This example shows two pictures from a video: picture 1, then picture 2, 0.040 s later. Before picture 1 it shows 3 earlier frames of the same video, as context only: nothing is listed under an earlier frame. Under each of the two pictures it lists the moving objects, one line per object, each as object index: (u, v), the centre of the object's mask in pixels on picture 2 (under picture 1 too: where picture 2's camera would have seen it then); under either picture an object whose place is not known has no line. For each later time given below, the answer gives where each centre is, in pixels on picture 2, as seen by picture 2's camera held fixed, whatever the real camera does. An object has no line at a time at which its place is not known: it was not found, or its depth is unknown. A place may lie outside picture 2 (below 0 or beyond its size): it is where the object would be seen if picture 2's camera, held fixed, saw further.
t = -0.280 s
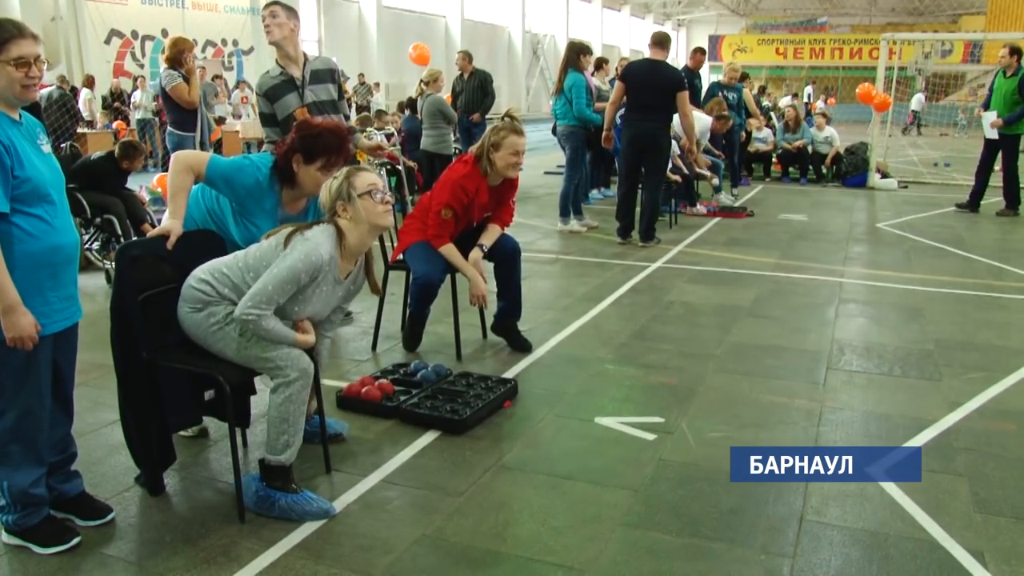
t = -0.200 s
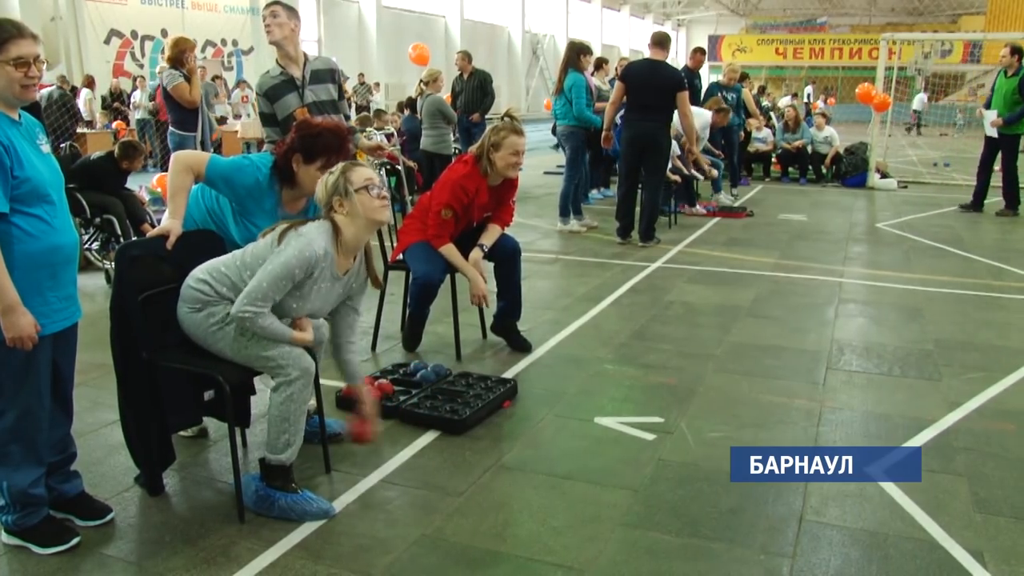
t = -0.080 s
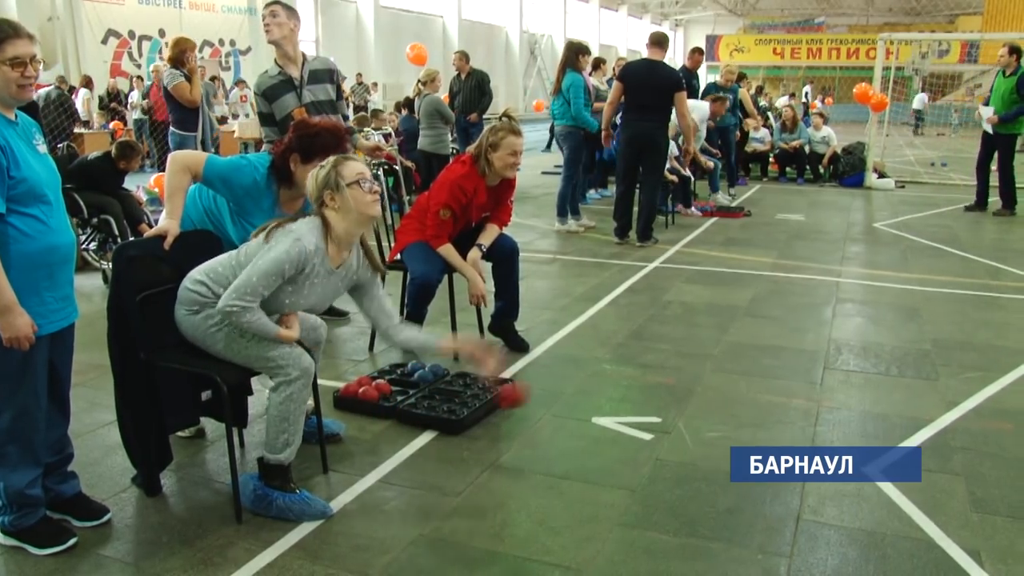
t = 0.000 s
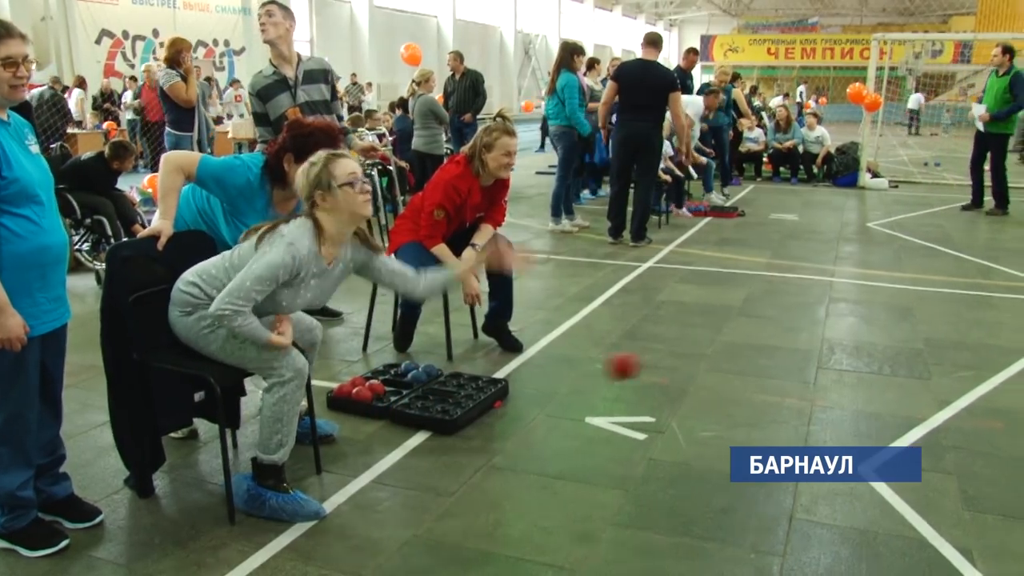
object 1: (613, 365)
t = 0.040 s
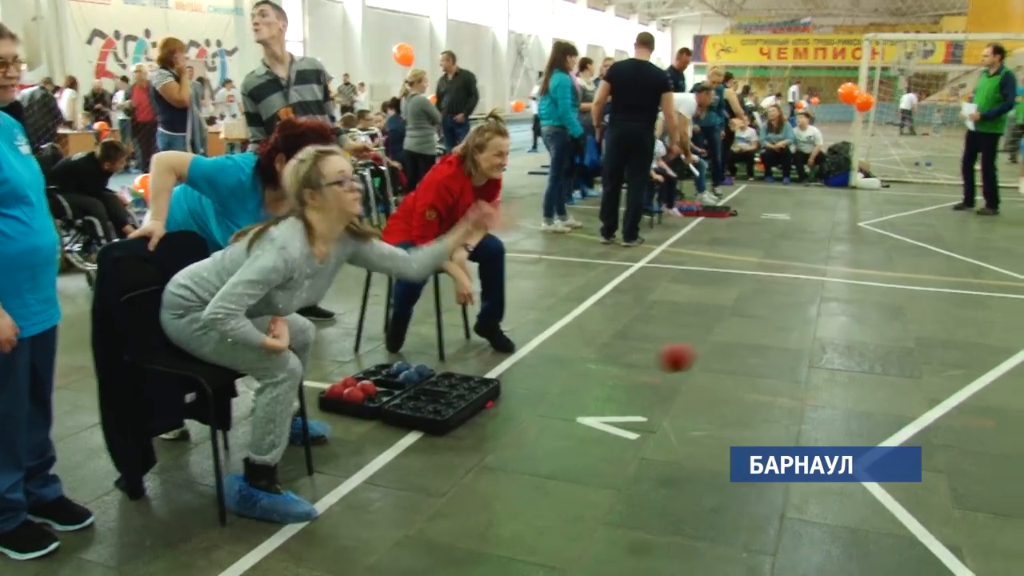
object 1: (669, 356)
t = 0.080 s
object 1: (737, 352)
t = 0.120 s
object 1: (801, 354)
